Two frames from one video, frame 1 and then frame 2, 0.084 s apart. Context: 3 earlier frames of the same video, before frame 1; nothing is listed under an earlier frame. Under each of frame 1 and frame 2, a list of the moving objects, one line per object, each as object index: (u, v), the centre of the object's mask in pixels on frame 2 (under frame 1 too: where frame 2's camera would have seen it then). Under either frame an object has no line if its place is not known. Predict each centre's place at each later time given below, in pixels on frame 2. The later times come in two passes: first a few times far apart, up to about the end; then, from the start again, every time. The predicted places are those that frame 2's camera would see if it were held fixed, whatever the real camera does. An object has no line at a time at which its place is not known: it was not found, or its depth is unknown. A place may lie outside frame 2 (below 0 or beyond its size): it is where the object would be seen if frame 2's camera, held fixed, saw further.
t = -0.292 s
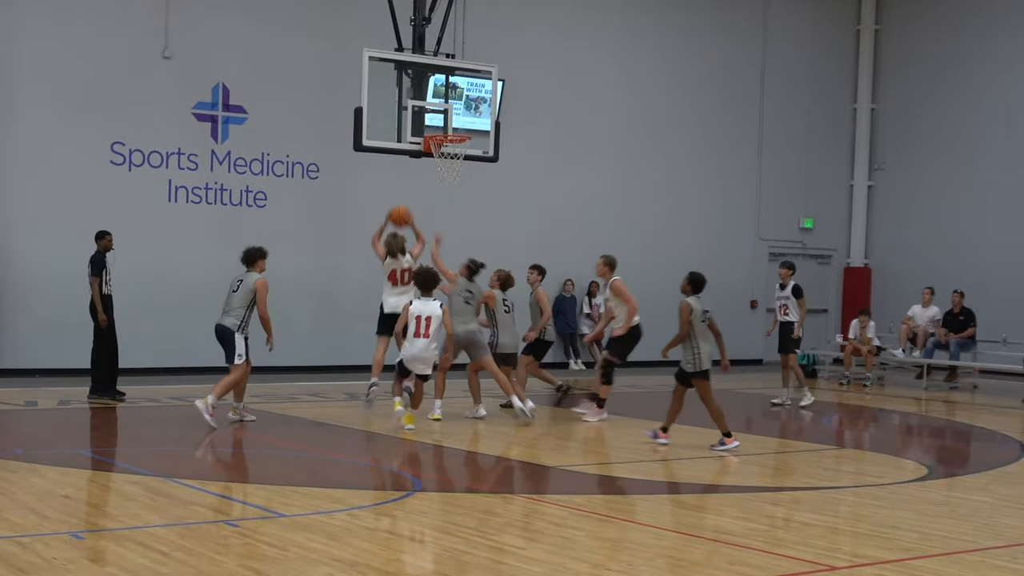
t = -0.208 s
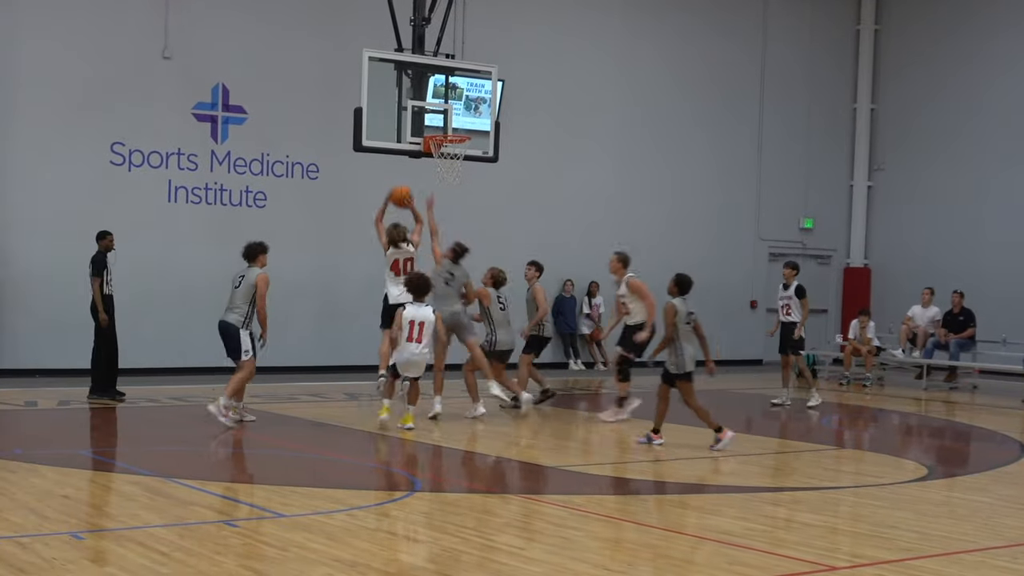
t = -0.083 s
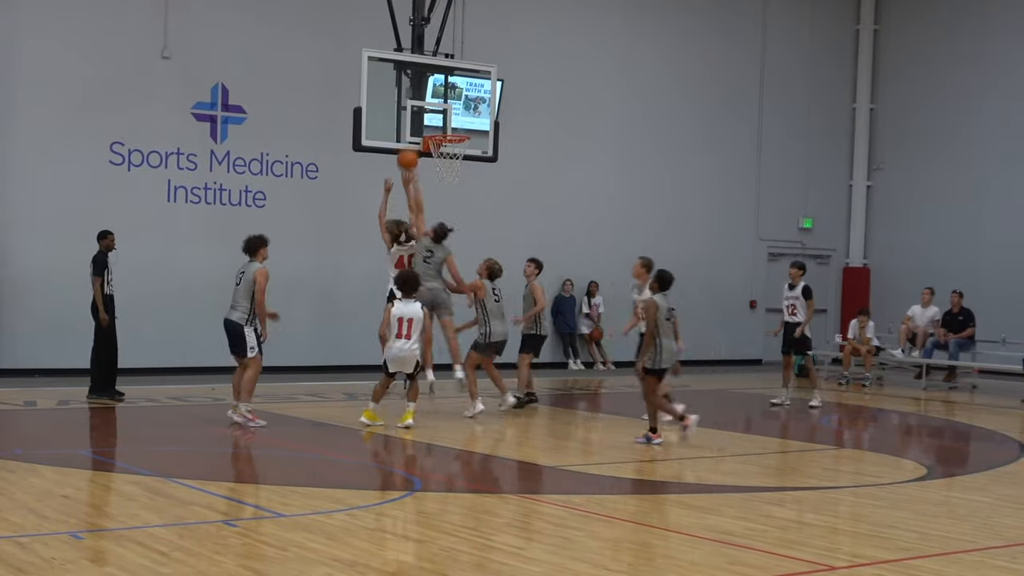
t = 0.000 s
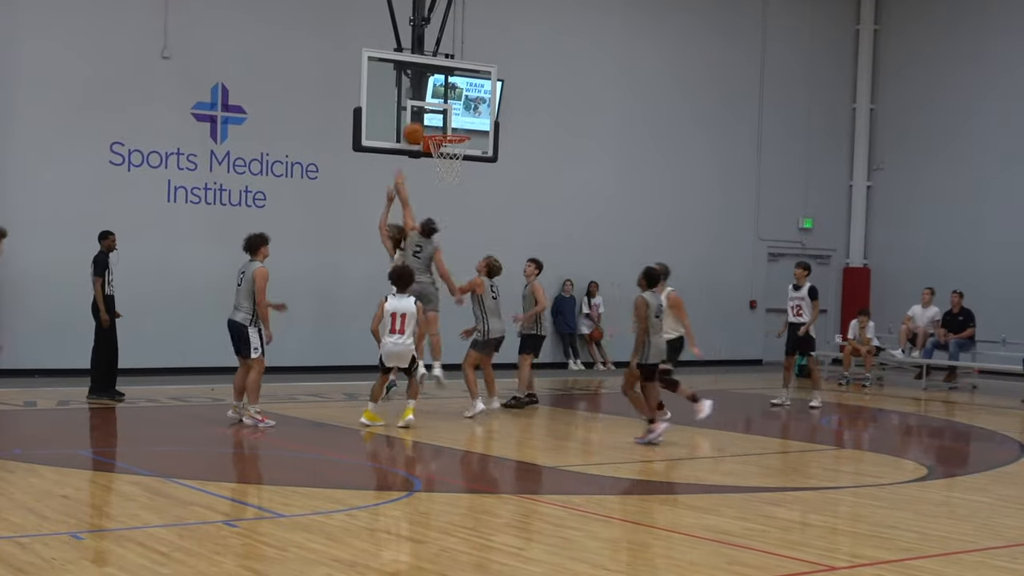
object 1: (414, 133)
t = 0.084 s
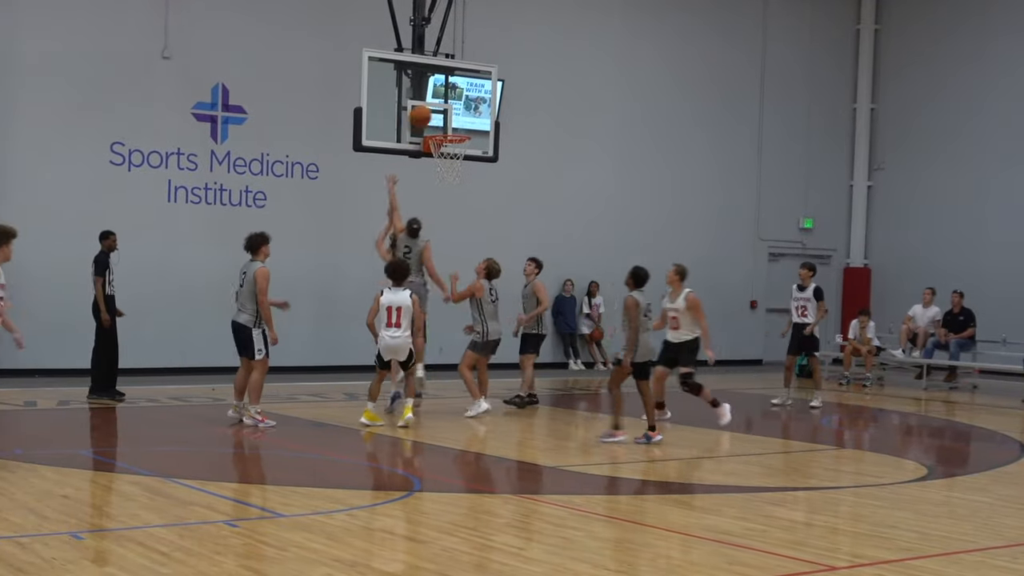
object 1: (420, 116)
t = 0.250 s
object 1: (446, 113)
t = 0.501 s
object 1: (455, 123)
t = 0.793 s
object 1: (448, 153)
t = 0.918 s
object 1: (454, 179)
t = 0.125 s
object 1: (426, 113)
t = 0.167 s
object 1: (433, 111)
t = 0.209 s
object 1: (440, 112)
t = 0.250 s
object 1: (446, 113)
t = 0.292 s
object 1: (453, 117)
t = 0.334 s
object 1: (459, 122)
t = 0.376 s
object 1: (465, 128)
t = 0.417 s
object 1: (462, 125)
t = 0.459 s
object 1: (458, 124)
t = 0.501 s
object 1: (455, 123)
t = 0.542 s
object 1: (451, 124)
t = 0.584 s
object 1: (447, 126)
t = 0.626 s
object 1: (443, 128)
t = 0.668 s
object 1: (440, 131)
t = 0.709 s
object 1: (443, 139)
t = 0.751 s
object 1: (445, 144)
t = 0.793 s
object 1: (448, 153)
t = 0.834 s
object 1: (451, 162)
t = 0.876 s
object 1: (453, 171)
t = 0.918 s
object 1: (454, 179)
